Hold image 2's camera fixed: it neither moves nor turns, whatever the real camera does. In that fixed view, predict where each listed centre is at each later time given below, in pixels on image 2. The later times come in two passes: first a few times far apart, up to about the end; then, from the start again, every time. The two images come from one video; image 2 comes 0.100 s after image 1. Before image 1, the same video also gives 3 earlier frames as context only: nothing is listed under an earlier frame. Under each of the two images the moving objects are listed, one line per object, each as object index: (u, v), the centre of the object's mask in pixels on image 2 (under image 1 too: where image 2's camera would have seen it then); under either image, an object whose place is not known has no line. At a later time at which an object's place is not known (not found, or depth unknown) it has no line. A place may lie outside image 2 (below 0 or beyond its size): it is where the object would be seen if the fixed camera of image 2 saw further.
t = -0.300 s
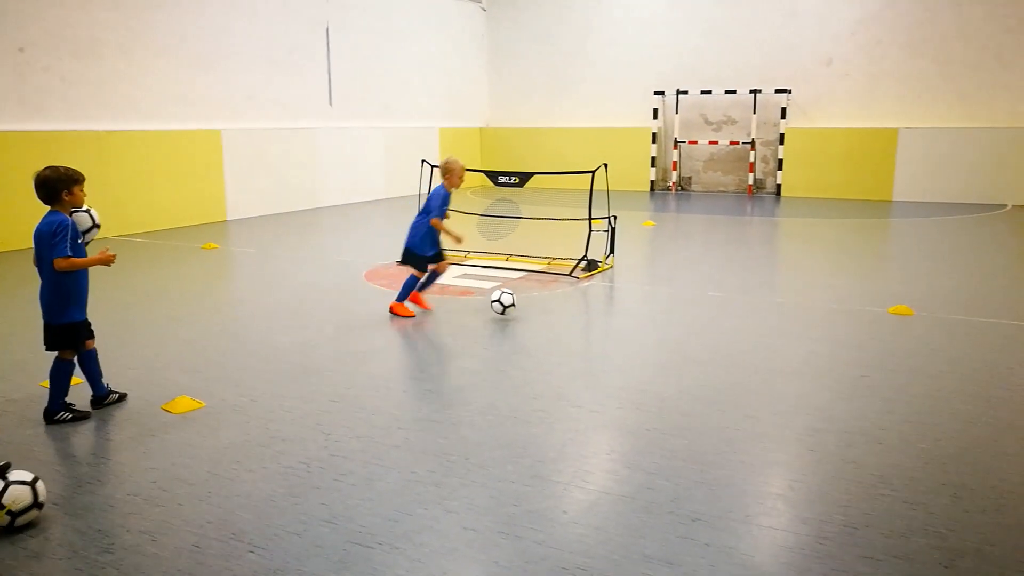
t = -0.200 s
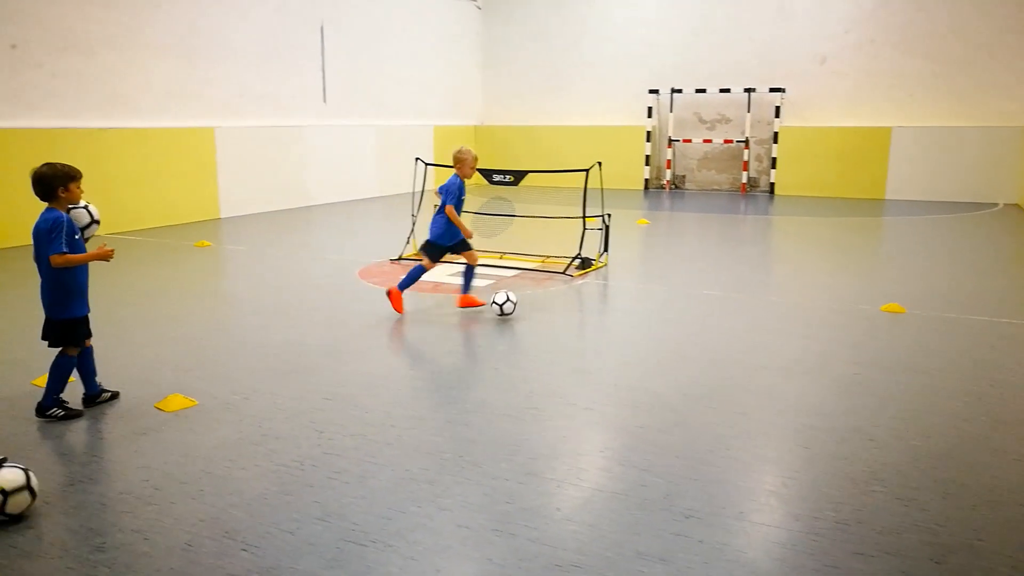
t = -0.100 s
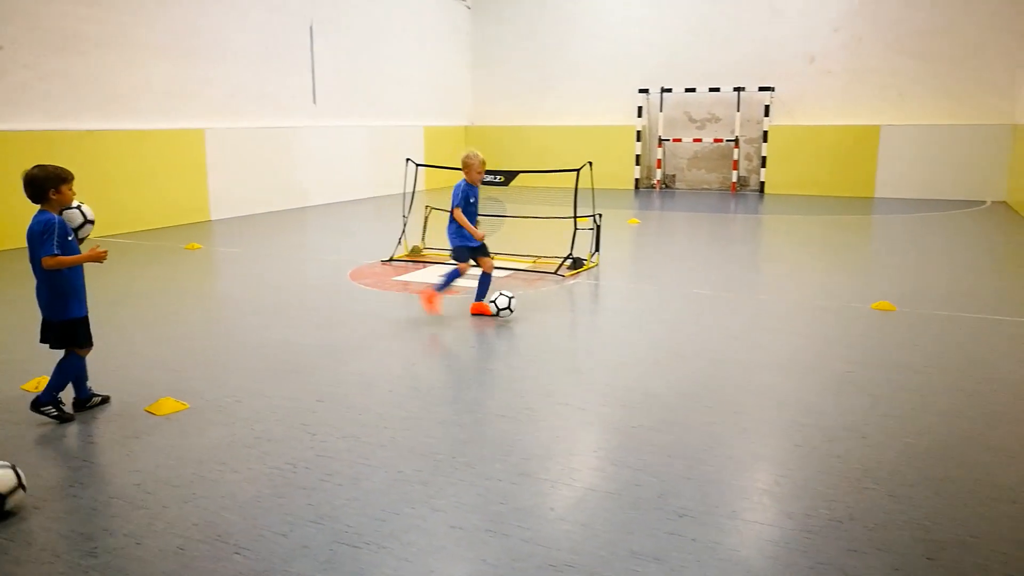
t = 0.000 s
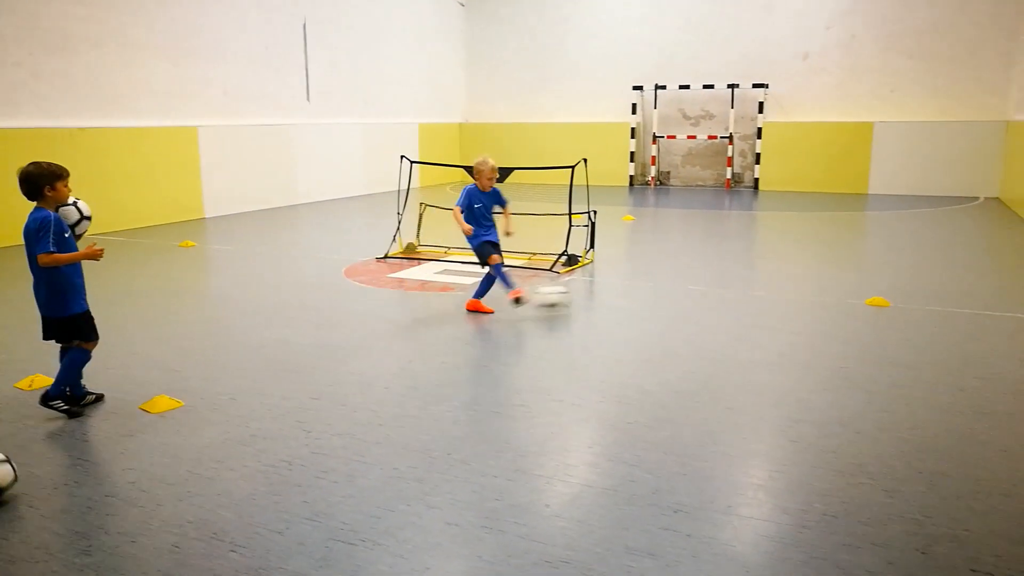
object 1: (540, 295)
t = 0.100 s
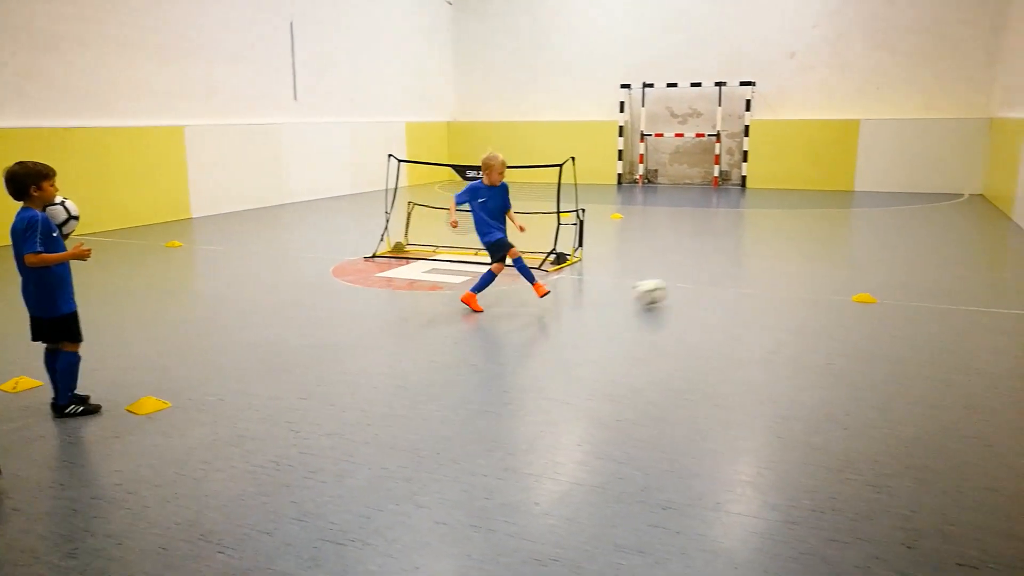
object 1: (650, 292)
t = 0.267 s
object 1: (795, 283)
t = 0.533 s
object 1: (962, 273)
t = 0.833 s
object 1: (1032, 247)
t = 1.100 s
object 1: (920, 245)
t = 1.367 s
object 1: (878, 231)
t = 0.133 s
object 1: (682, 289)
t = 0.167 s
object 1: (712, 287)
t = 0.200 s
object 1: (743, 288)
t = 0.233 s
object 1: (771, 287)
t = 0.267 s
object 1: (795, 283)
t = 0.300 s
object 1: (819, 281)
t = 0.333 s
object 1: (844, 283)
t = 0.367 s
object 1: (866, 280)
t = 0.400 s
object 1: (886, 277)
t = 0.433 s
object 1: (906, 276)
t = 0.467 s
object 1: (926, 277)
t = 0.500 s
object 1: (944, 275)
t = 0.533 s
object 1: (962, 273)
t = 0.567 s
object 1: (980, 273)
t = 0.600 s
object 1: (998, 271)
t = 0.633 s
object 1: (1015, 270)
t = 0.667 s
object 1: (1032, 269)
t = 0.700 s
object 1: (1049, 268)
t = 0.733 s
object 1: (1065, 267)
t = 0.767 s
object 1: (1061, 261)
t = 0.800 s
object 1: (1047, 253)
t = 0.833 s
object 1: (1032, 247)
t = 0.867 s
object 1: (1017, 243)
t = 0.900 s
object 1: (1001, 240)
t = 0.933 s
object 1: (987, 238)
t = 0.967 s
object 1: (974, 237)
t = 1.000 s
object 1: (960, 237)
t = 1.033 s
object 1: (947, 239)
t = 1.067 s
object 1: (933, 242)
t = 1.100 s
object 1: (920, 245)
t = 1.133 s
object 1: (911, 244)
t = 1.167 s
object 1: (906, 239)
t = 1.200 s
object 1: (902, 235)
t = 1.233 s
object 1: (897, 233)
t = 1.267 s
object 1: (893, 231)
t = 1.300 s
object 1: (888, 230)
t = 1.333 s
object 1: (883, 230)
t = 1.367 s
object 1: (878, 231)
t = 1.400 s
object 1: (874, 233)
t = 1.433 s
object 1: (870, 236)
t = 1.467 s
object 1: (866, 232)
